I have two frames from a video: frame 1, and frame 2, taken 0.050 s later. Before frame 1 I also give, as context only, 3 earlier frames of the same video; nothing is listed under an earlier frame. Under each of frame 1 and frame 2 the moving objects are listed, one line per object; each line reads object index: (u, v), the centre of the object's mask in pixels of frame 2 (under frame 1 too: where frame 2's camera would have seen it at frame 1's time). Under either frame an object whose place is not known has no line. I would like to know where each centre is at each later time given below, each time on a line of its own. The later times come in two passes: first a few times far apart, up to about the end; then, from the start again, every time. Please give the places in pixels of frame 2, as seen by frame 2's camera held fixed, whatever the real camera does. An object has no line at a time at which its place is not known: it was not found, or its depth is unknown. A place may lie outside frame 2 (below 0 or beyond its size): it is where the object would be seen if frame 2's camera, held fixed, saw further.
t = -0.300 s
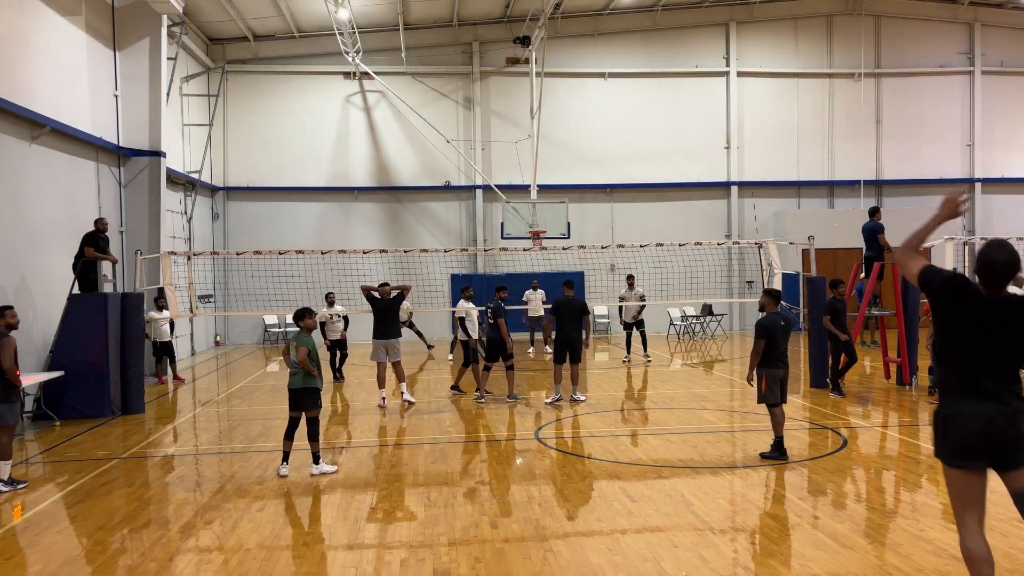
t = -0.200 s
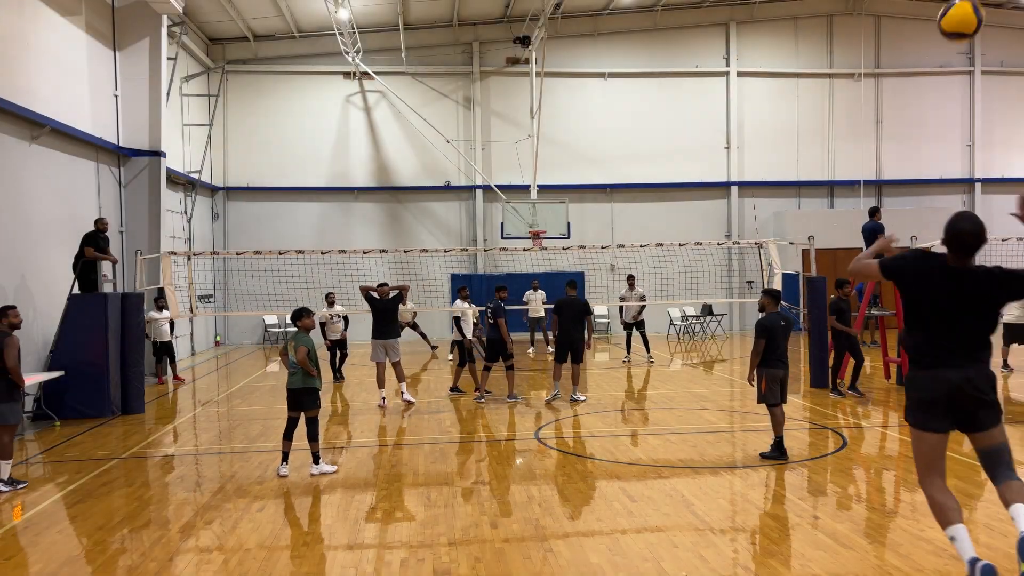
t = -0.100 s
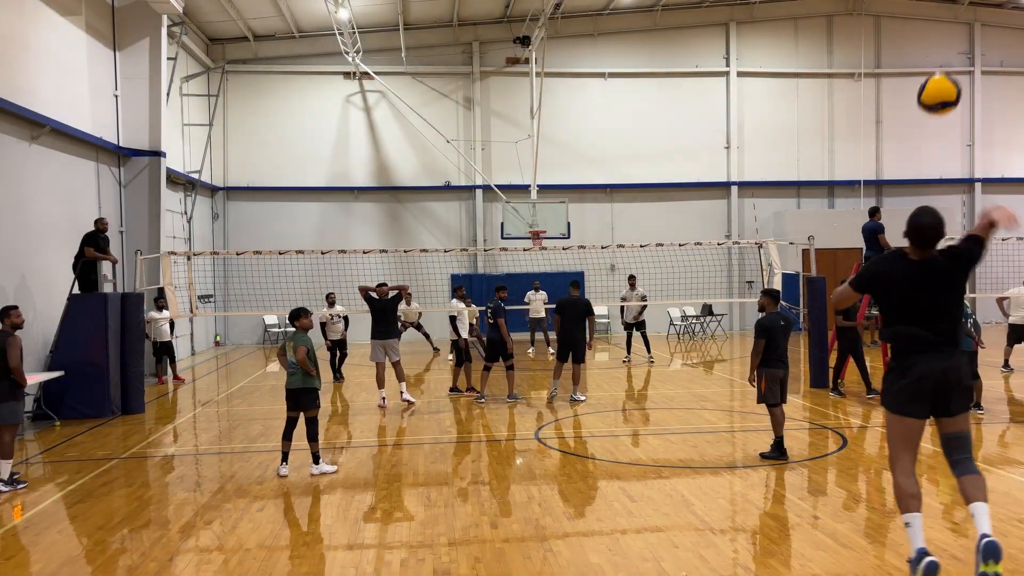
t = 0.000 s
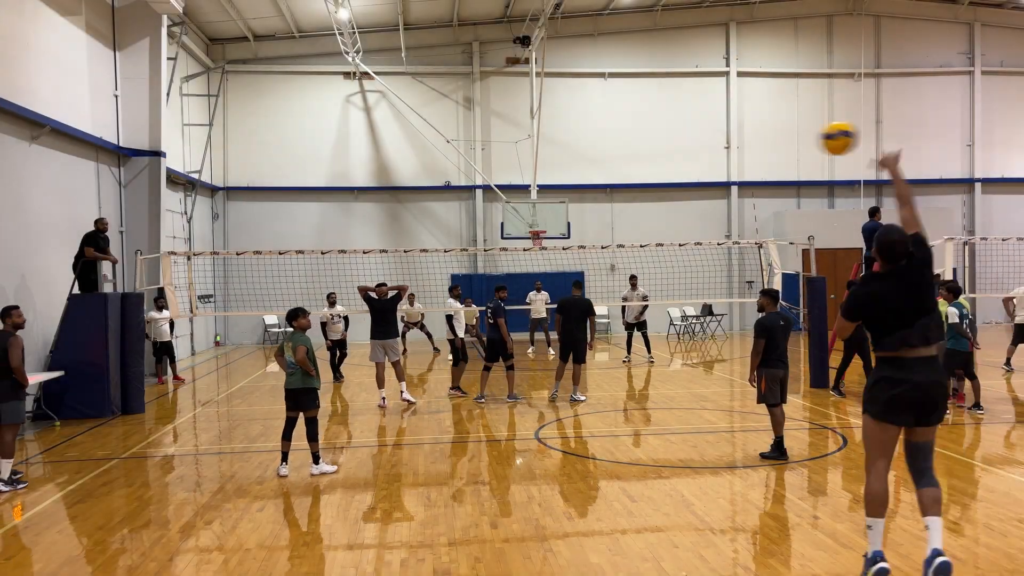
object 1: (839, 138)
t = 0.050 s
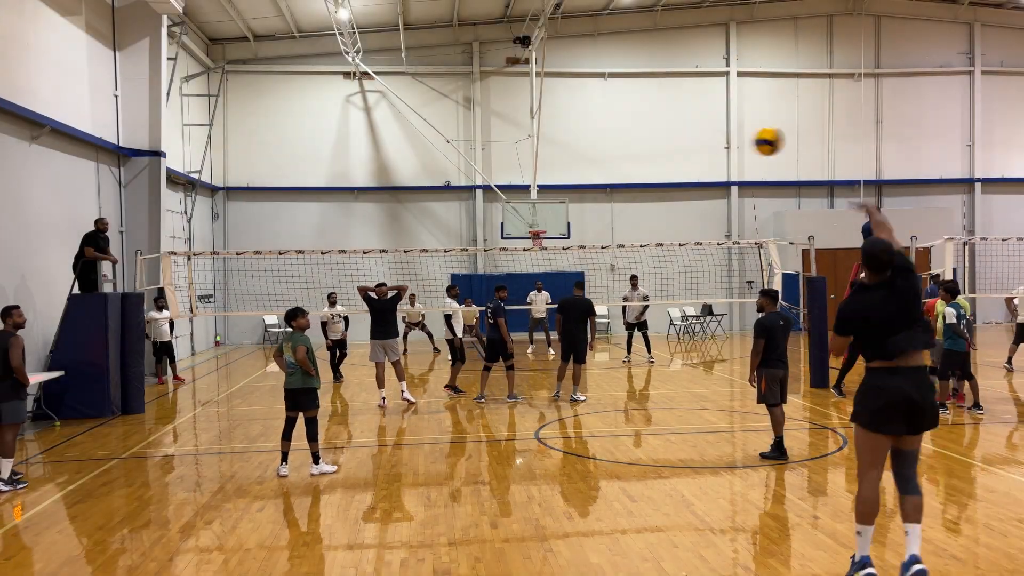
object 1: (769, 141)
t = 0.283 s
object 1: (601, 186)
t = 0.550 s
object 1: (527, 241)
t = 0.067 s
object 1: (749, 143)
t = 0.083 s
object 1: (732, 145)
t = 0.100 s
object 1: (716, 148)
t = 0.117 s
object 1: (701, 150)
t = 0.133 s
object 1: (688, 153)
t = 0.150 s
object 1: (675, 156)
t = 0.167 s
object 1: (664, 160)
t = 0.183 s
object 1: (653, 163)
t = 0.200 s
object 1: (642, 167)
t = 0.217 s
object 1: (633, 170)
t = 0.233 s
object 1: (624, 174)
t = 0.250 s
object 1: (616, 178)
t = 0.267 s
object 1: (608, 182)
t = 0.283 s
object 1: (601, 186)
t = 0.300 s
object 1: (594, 190)
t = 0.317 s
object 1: (588, 194)
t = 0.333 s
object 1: (581, 199)
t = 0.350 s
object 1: (575, 203)
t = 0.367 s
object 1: (570, 207)
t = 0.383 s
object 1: (565, 212)
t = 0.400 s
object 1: (559, 216)
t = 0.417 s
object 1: (555, 221)
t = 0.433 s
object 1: (550, 225)
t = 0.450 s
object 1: (546, 230)
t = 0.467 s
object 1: (541, 234)
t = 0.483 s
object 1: (537, 239)
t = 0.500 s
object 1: (533, 244)
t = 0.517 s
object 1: (531, 242)
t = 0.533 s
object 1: (529, 242)
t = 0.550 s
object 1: (527, 241)
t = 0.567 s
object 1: (526, 240)
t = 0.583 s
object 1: (524, 239)
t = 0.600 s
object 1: (522, 239)
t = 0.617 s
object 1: (521, 239)
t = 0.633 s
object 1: (519, 238)
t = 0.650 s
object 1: (517, 239)
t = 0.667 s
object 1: (516, 239)
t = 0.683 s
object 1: (514, 240)
